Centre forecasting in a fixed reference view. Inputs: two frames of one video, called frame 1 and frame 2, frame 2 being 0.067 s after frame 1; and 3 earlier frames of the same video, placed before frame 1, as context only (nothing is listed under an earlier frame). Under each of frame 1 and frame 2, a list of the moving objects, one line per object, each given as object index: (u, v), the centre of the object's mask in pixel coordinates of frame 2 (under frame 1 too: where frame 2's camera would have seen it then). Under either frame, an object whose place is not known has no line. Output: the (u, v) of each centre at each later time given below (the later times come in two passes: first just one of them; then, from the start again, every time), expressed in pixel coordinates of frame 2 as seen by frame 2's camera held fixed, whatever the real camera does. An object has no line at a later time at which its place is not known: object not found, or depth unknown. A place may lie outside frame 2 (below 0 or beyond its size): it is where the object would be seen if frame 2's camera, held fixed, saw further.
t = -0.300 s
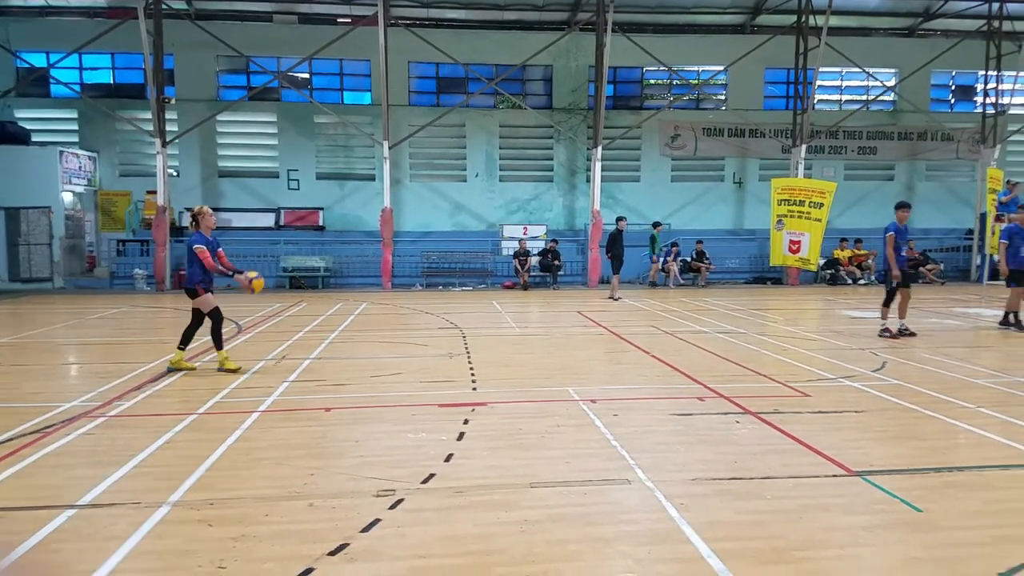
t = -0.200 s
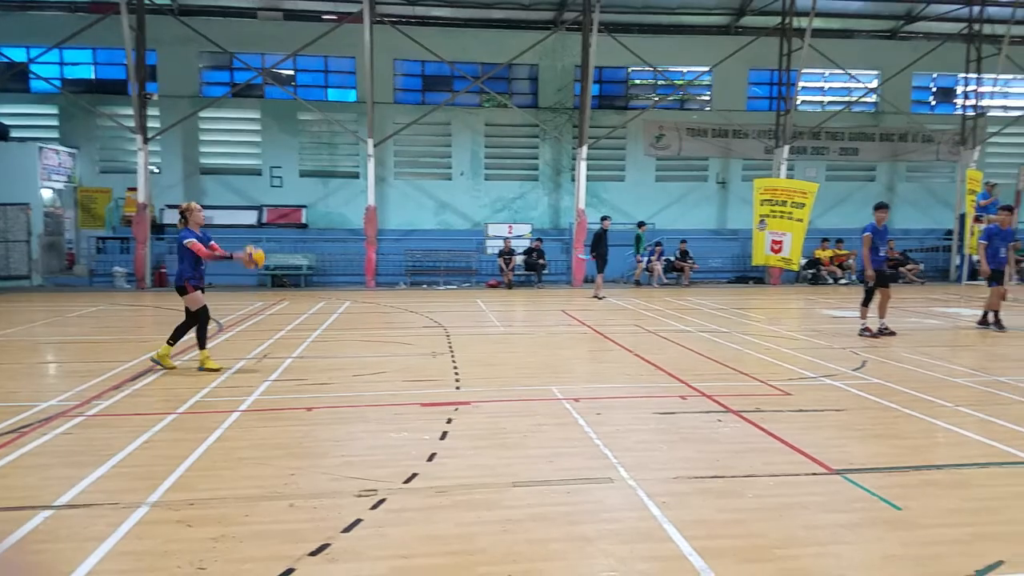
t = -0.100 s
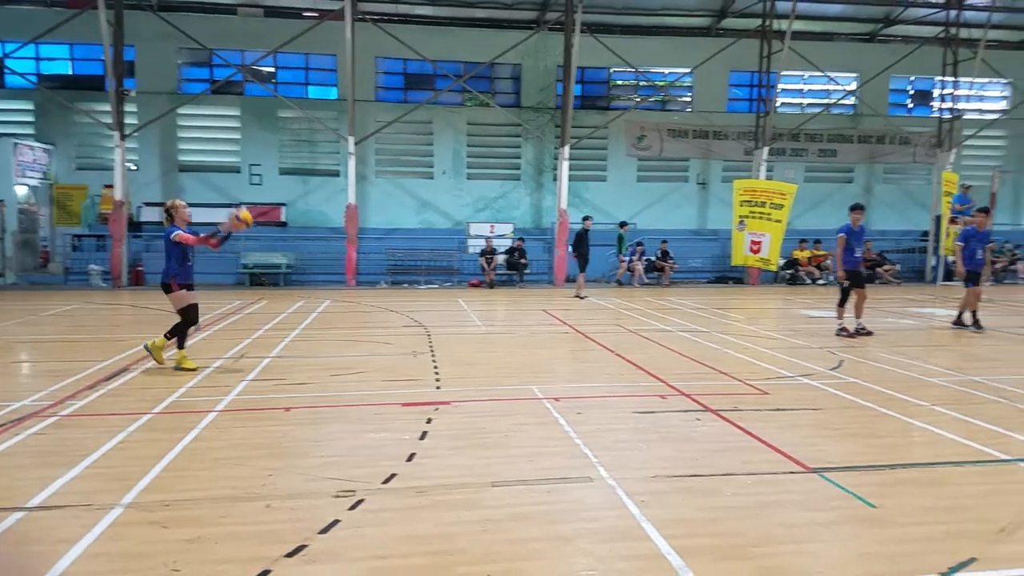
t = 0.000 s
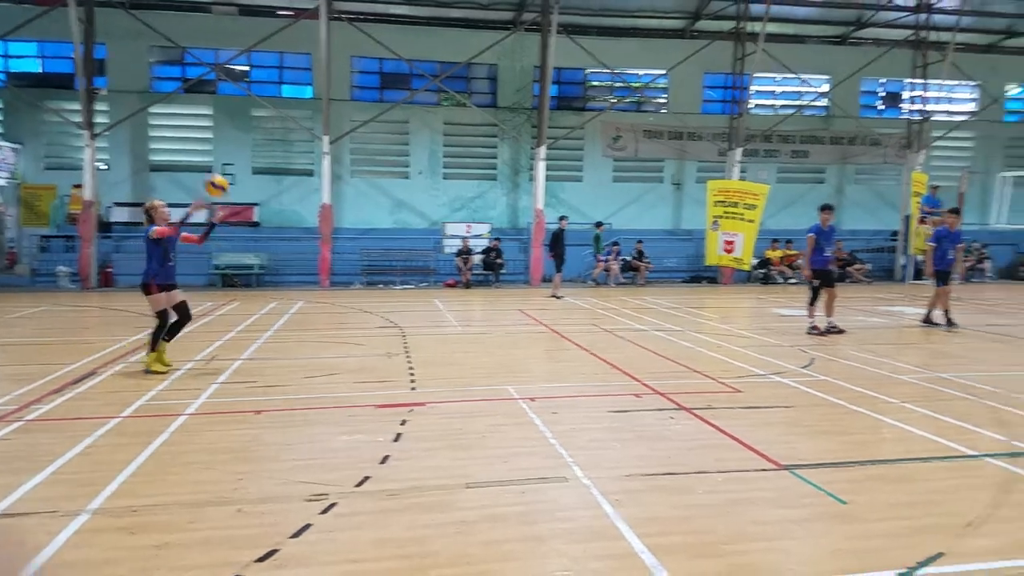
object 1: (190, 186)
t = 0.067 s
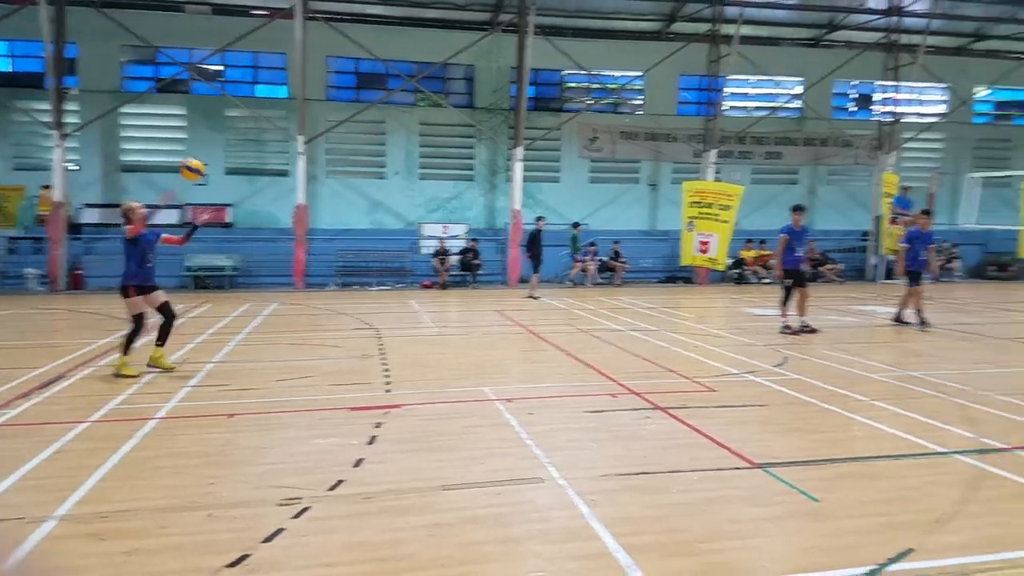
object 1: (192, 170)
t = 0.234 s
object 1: (198, 147)
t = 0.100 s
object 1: (193, 163)
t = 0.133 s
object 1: (194, 157)
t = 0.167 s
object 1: (196, 153)
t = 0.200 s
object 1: (197, 150)
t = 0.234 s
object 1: (198, 147)
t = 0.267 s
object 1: (199, 146)
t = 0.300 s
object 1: (201, 146)
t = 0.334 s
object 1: (202, 147)
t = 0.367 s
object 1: (204, 149)
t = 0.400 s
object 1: (206, 153)
